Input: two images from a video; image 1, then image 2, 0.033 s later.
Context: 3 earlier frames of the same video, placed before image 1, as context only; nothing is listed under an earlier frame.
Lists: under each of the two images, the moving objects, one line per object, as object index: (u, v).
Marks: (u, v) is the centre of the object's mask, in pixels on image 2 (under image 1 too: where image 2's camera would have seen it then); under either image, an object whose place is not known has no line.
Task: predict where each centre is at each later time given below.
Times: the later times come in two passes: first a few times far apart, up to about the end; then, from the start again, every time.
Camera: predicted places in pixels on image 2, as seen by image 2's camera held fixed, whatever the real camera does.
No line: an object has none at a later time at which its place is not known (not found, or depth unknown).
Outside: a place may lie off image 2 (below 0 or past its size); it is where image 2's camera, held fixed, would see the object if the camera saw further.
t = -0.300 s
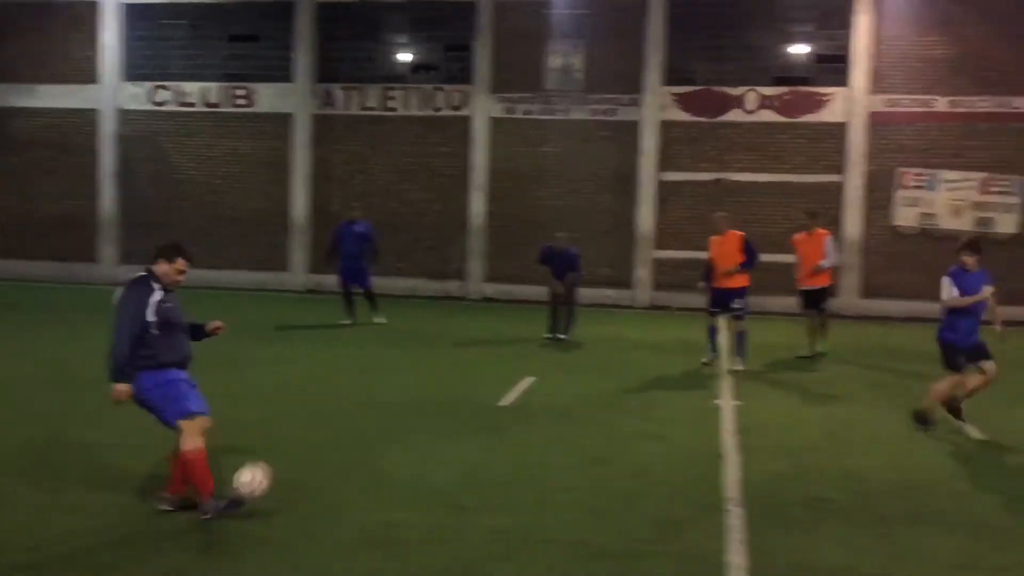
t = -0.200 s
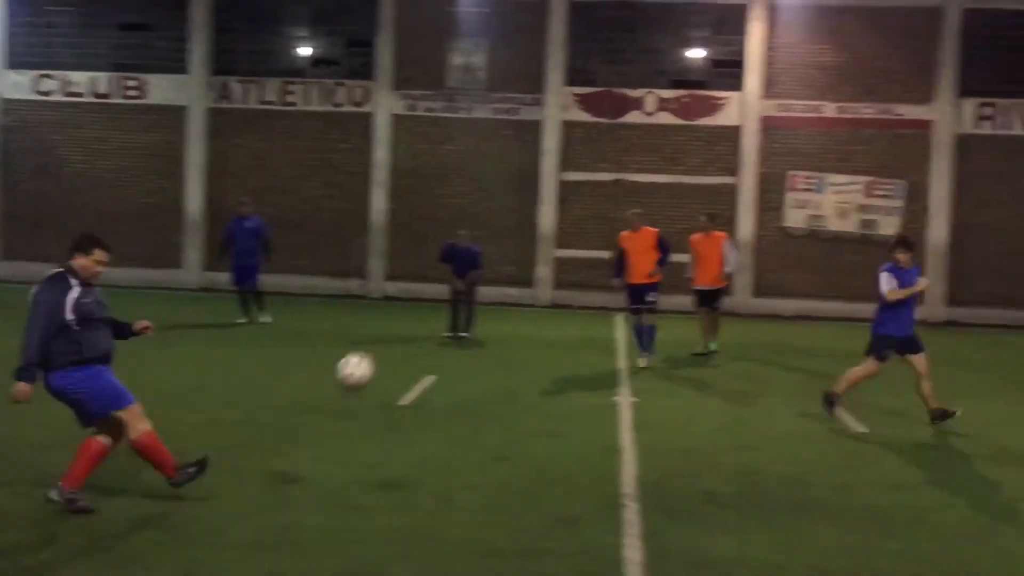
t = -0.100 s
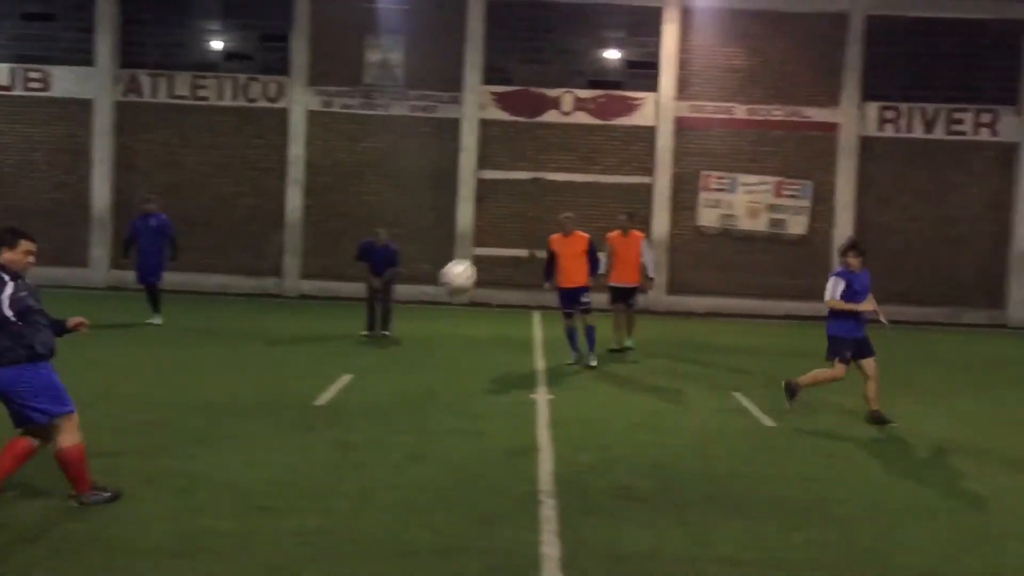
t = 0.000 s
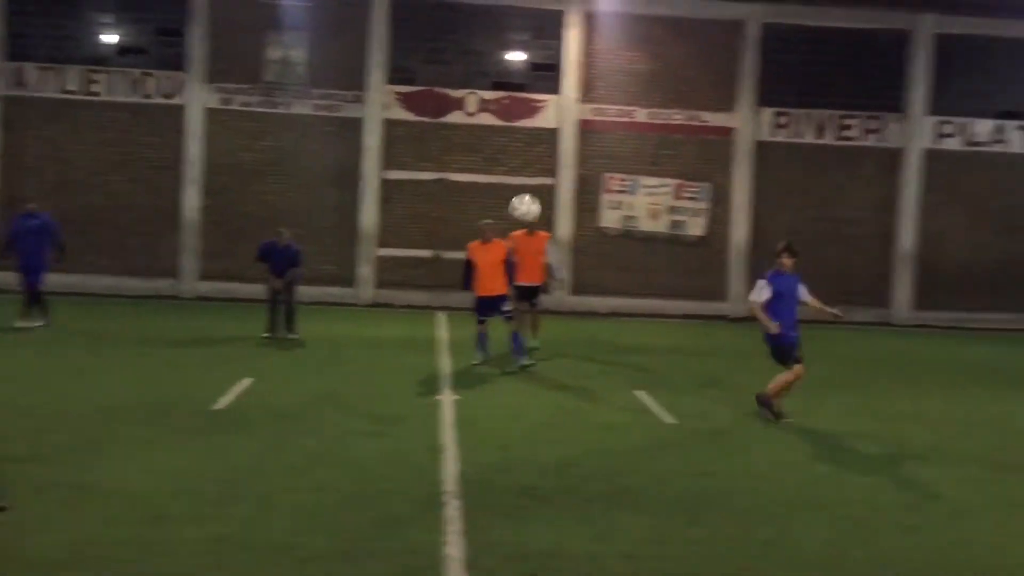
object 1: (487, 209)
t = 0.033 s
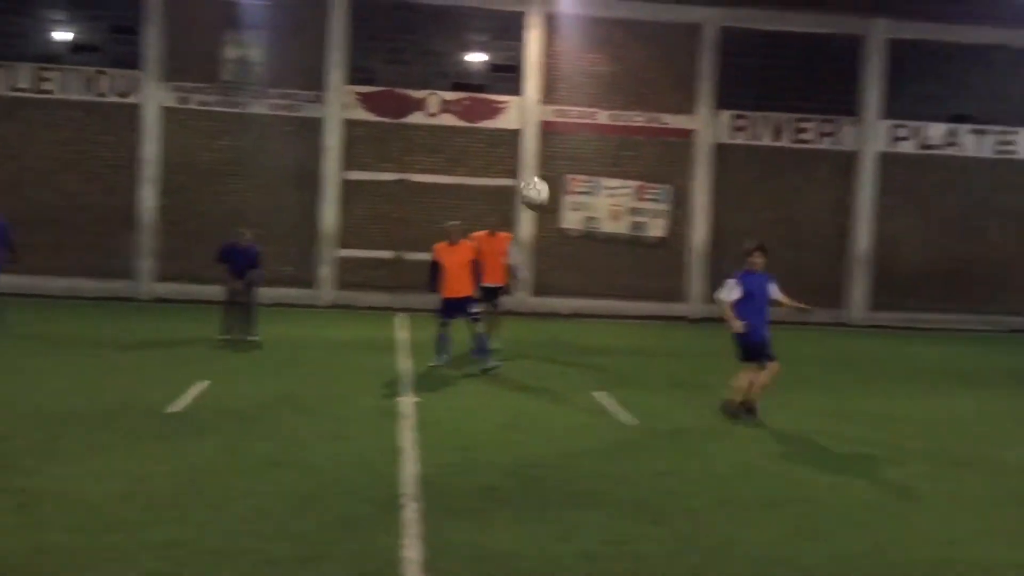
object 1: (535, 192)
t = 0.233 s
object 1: (778, 125)
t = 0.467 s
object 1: (992, 112)
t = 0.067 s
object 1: (581, 175)
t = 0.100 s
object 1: (625, 161)
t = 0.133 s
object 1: (665, 150)
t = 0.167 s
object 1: (704, 141)
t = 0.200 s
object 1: (743, 132)
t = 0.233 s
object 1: (778, 125)
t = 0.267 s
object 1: (813, 118)
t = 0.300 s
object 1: (846, 115)
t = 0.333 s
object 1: (877, 113)
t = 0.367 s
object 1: (907, 111)
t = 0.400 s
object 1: (938, 111)
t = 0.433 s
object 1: (965, 111)
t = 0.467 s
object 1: (992, 112)
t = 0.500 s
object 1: (1019, 115)
